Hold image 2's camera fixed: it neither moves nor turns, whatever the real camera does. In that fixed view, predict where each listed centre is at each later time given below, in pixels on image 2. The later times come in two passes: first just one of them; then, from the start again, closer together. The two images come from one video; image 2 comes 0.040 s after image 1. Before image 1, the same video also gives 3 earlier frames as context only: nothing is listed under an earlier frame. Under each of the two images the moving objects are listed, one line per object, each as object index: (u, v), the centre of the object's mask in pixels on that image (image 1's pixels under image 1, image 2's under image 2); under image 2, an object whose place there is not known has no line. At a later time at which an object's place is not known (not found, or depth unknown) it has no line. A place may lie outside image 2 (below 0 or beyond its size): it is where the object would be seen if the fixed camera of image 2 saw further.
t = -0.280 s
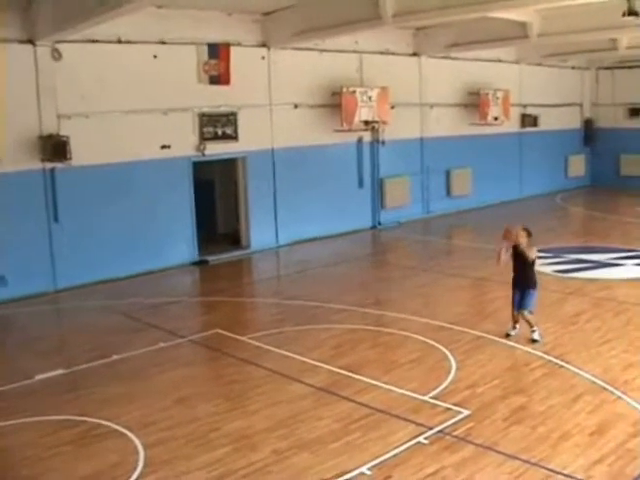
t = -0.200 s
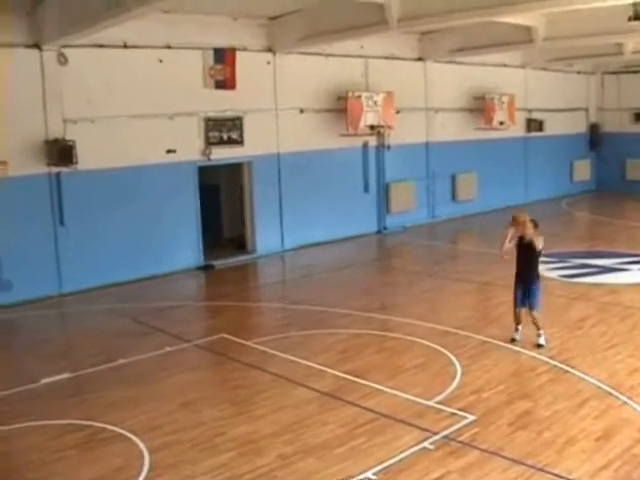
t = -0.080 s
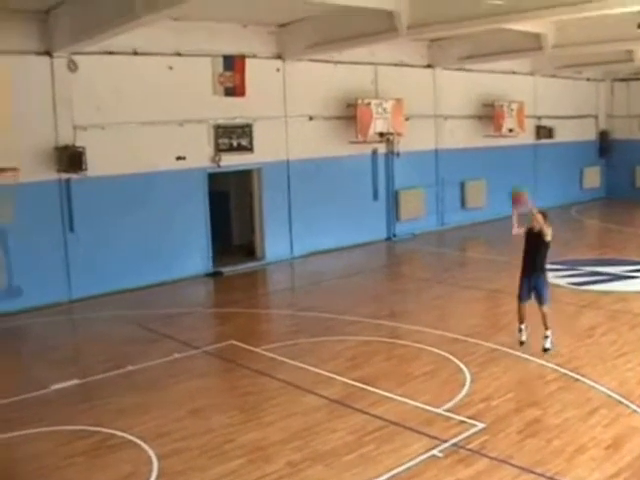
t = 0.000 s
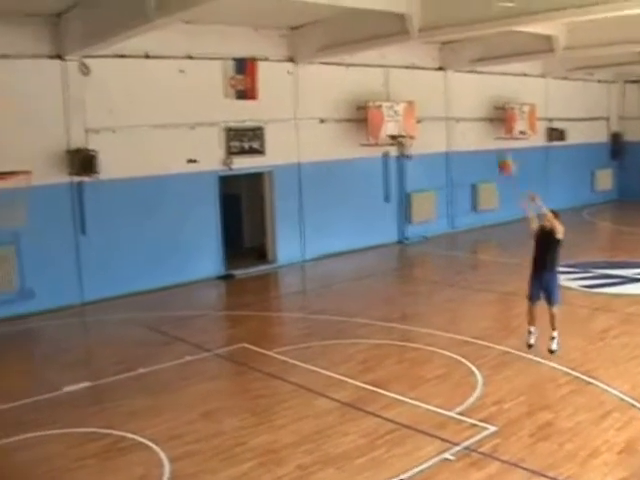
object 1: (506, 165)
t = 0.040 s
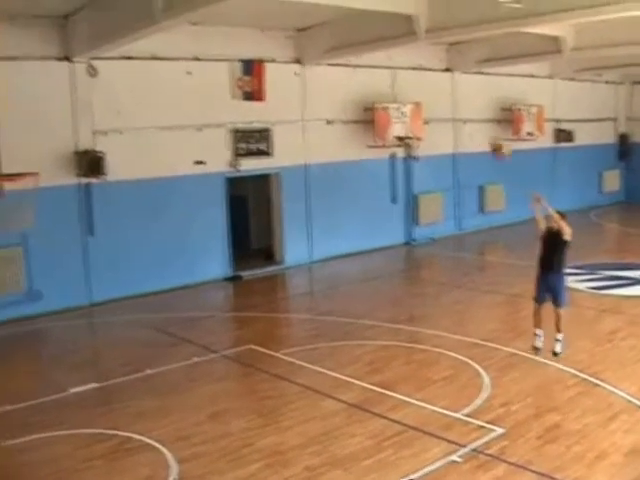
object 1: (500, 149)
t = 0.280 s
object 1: (410, 68)
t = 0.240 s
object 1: (426, 80)
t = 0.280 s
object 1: (410, 68)
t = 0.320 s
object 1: (393, 58)
